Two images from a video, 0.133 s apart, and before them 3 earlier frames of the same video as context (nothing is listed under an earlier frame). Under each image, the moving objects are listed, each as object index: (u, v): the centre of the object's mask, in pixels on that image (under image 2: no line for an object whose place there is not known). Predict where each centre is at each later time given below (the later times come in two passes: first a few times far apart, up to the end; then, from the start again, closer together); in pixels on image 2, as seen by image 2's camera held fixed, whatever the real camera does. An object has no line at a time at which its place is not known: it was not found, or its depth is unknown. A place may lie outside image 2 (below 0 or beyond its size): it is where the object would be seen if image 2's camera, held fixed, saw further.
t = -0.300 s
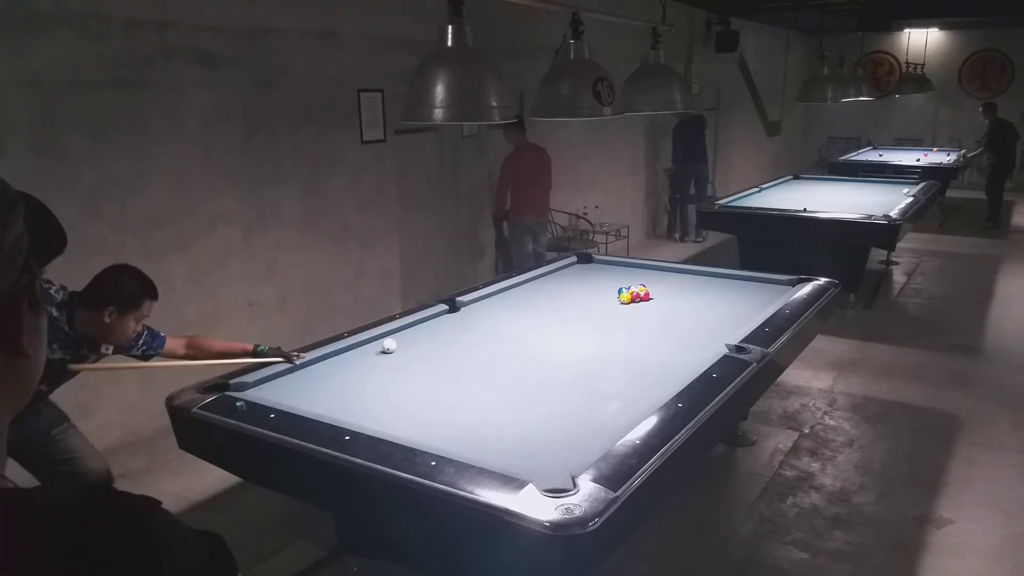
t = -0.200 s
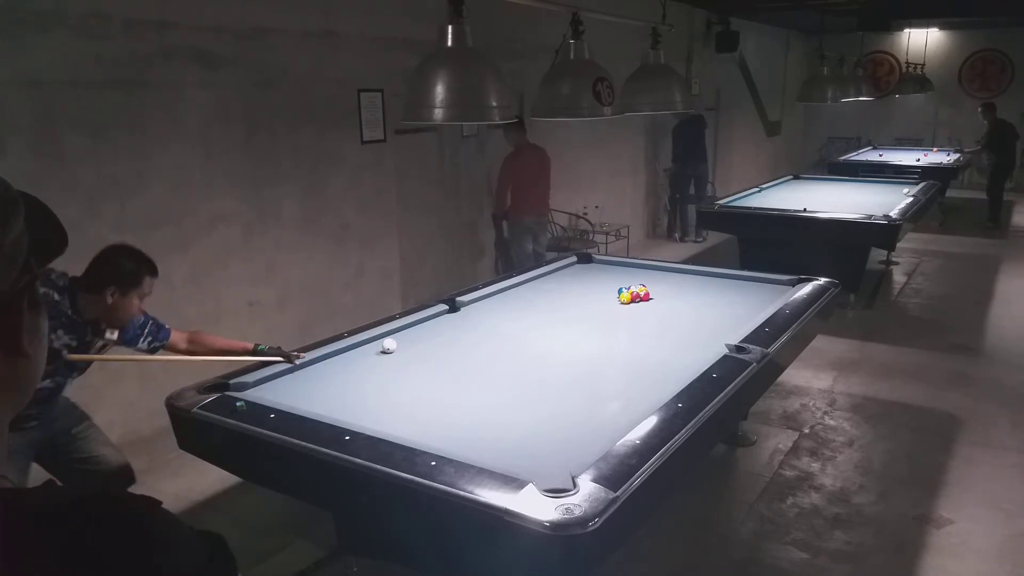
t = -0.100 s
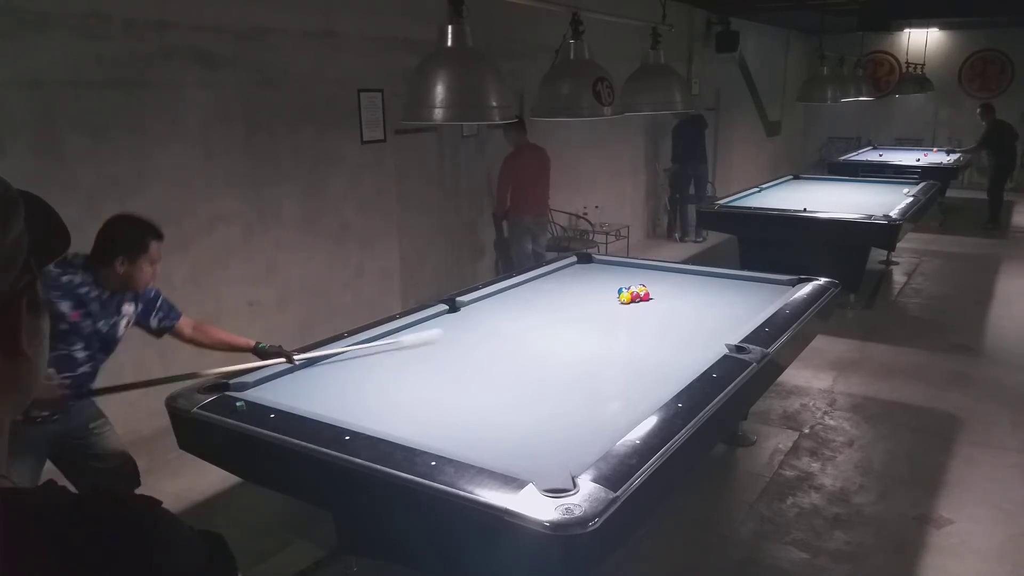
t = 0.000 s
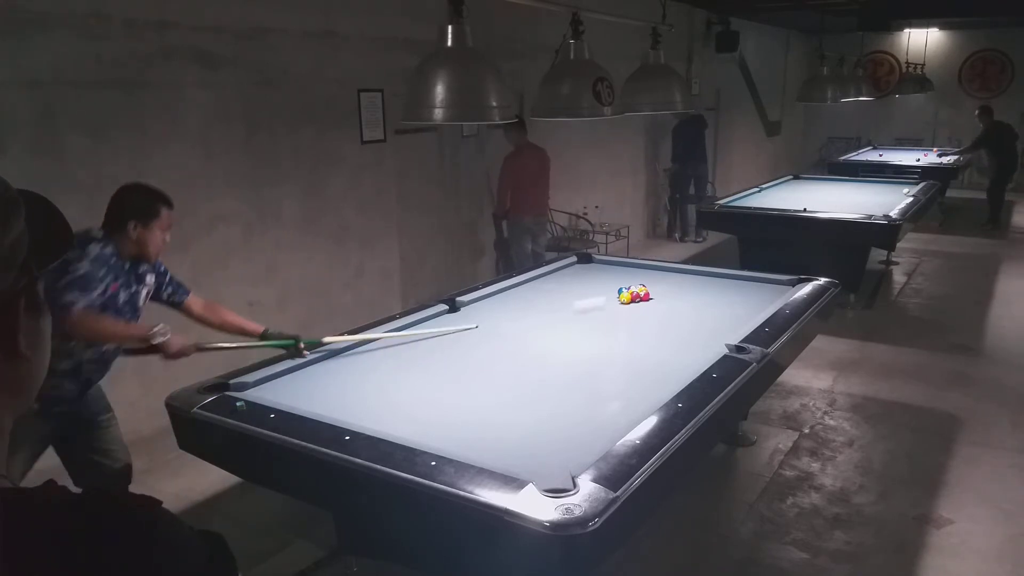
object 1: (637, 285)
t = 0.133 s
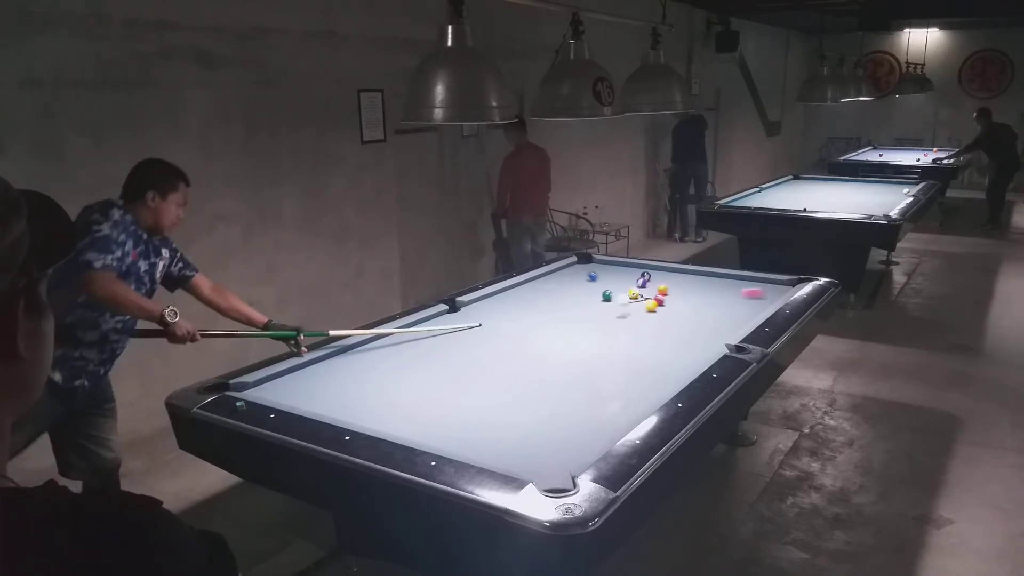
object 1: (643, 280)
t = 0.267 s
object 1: (649, 273)
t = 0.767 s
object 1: (626, 277)
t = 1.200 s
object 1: (568, 291)
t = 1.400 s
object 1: (539, 298)
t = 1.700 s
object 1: (496, 307)
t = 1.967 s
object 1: (473, 322)
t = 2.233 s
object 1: (448, 334)
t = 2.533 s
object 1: (418, 349)
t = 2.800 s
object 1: (388, 363)
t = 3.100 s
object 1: (353, 380)
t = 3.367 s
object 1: (318, 396)
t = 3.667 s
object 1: (307, 401)
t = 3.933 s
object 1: (329, 393)
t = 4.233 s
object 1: (350, 388)
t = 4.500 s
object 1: (368, 384)
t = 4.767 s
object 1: (384, 381)
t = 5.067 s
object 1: (399, 378)
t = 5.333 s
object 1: (411, 376)
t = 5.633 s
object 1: (422, 374)
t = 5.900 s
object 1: (430, 372)
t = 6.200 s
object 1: (437, 371)
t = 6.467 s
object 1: (441, 369)
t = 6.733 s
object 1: (444, 369)
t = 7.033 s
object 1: (446, 369)
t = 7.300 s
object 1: (447, 368)
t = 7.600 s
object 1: (446, 368)
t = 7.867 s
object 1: (447, 368)
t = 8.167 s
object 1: (446, 368)
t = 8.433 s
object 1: (446, 368)
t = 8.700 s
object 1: (446, 368)
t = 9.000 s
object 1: (446, 368)
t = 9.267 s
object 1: (446, 368)
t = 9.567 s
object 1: (446, 369)
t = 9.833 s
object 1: (446, 369)
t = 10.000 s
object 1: (446, 368)
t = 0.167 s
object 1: (645, 277)
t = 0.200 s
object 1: (647, 275)
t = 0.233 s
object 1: (648, 273)
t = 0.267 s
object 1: (649, 273)
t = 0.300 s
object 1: (650, 272)
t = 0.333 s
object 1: (653, 271)
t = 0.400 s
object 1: (633, 271)
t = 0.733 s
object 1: (632, 275)
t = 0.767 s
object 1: (626, 277)
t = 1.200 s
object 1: (568, 291)
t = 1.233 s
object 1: (563, 292)
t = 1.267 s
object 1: (558, 294)
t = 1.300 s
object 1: (553, 295)
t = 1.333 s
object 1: (549, 296)
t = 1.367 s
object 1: (544, 297)
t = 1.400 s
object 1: (539, 298)
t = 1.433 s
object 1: (534, 299)
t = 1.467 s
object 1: (529, 300)
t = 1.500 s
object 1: (524, 302)
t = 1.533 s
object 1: (519, 302)
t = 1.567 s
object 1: (514, 302)
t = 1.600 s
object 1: (508, 309)
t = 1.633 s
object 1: (503, 305)
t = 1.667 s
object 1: (499, 306)
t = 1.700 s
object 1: (496, 307)
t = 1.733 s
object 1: (492, 315)
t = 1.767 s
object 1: (489, 316)
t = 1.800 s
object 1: (485, 317)
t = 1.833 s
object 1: (482, 318)
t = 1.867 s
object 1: (483, 317)
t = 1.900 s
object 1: (478, 320)
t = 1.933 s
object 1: (476, 321)
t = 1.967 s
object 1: (473, 322)
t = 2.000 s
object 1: (470, 324)
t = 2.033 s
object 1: (467, 325)
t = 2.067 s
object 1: (464, 327)
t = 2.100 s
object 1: (461, 329)
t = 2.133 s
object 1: (458, 330)
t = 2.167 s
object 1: (455, 331)
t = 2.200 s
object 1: (451, 333)
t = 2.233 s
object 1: (448, 334)
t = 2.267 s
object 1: (445, 336)
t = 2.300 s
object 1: (442, 338)
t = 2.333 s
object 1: (439, 339)
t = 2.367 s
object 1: (435, 341)
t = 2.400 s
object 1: (432, 342)
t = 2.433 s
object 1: (428, 344)
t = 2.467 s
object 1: (425, 346)
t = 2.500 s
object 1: (421, 347)
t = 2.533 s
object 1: (418, 349)
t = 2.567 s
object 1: (415, 351)
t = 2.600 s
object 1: (411, 353)
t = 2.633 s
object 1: (408, 354)
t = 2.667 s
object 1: (403, 356)
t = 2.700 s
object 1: (399, 358)
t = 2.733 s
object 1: (396, 359)
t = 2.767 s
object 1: (392, 361)
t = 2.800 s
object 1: (388, 363)
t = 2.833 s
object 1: (385, 365)
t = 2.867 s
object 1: (381, 367)
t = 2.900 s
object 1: (377, 369)
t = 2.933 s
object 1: (373, 370)
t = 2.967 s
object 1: (369, 372)
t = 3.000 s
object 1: (365, 374)
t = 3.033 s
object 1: (360, 376)
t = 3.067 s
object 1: (357, 378)
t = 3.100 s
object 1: (353, 380)
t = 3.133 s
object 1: (349, 382)
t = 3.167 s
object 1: (345, 384)
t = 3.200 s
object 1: (340, 386)
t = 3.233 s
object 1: (336, 388)
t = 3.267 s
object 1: (331, 390)
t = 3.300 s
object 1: (327, 392)
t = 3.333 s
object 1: (323, 394)
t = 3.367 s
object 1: (318, 396)
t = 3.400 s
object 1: (314, 398)
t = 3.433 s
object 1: (310, 400)
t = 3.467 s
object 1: (306, 401)
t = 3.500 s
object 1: (301, 401)
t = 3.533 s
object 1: (297, 402)
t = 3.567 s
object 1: (299, 402)
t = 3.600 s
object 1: (302, 402)
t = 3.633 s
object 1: (304, 401)
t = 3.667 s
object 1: (307, 401)
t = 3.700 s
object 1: (310, 400)
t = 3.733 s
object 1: (313, 399)
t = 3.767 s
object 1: (315, 398)
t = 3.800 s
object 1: (318, 396)
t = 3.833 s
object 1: (321, 396)
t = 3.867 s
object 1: (322, 396)
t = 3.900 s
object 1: (326, 394)
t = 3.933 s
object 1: (329, 393)
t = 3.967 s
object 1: (331, 392)
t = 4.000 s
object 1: (333, 391)
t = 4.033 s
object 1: (335, 389)
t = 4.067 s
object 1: (336, 389)
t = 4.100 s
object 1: (339, 388)
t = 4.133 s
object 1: (343, 387)
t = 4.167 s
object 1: (345, 388)
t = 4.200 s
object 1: (347, 388)
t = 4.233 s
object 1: (350, 388)
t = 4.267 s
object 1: (353, 386)
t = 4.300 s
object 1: (355, 386)
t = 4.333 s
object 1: (358, 386)
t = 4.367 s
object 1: (359, 386)
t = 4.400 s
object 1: (361, 386)
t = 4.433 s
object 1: (364, 385)
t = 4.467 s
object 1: (366, 384)
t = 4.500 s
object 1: (368, 384)
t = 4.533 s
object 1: (370, 384)
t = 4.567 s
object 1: (372, 384)
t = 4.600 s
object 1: (374, 383)
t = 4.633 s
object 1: (376, 383)
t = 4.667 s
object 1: (378, 382)
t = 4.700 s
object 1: (381, 382)
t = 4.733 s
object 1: (383, 381)
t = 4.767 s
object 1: (384, 381)
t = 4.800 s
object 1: (386, 381)
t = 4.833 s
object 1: (388, 381)
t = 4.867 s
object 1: (389, 380)
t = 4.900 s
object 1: (391, 380)
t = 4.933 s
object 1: (393, 380)
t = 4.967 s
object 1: (394, 379)
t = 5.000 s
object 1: (396, 379)
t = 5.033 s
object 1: (398, 379)
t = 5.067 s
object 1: (399, 378)
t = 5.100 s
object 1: (401, 378)
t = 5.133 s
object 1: (402, 378)
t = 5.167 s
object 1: (404, 378)
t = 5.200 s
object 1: (405, 377)
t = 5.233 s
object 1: (407, 377)
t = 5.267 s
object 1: (408, 377)
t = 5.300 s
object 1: (410, 376)
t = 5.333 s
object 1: (411, 376)
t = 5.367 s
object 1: (412, 376)
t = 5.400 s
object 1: (413, 375)
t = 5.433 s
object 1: (415, 375)
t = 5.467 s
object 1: (416, 375)
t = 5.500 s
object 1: (417, 375)
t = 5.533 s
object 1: (418, 374)
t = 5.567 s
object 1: (419, 374)
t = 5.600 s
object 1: (421, 374)
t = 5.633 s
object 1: (422, 374)
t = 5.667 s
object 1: (423, 373)
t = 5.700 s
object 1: (424, 373)
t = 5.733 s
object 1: (425, 373)
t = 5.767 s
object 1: (426, 373)
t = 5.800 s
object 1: (427, 373)
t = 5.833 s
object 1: (428, 372)
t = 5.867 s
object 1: (429, 372)
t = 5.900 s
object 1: (430, 372)
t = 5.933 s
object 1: (430, 372)
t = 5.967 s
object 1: (431, 372)
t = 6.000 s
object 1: (432, 372)
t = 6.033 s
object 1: (433, 371)
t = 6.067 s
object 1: (433, 371)
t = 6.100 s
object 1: (434, 371)
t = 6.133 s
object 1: (435, 371)
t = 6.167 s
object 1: (436, 371)
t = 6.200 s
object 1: (437, 371)
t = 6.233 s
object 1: (437, 371)
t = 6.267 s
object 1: (438, 370)
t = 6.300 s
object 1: (439, 370)
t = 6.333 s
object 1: (439, 370)
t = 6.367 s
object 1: (440, 370)
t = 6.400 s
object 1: (440, 370)
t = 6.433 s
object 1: (441, 370)
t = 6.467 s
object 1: (441, 369)
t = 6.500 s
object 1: (442, 369)
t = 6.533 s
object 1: (442, 369)
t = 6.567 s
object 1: (443, 369)
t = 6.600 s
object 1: (443, 369)
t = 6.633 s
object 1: (444, 369)
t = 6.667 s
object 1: (444, 369)
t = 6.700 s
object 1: (444, 369)
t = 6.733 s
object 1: (444, 369)
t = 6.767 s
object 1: (445, 369)
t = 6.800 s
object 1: (445, 369)
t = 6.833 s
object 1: (445, 369)
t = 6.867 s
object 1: (446, 369)
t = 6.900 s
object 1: (446, 368)
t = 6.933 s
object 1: (446, 369)
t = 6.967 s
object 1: (446, 369)
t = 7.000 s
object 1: (446, 368)
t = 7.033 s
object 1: (446, 369)
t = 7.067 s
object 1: (447, 368)
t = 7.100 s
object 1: (447, 368)
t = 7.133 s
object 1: (447, 368)
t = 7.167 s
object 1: (447, 368)
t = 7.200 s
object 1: (447, 368)
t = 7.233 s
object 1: (447, 368)
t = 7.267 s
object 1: (446, 368)
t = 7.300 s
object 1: (447, 368)
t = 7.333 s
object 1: (447, 368)
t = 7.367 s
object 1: (447, 368)
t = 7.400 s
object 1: (446, 368)
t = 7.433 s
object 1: (447, 368)
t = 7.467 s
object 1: (446, 368)
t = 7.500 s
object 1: (446, 368)
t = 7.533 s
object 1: (447, 368)
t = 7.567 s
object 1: (446, 368)
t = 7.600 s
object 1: (446, 368)
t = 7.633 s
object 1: (446, 368)
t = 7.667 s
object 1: (446, 368)
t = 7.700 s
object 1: (446, 368)
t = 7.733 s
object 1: (446, 368)
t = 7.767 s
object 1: (446, 368)
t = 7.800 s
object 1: (447, 368)
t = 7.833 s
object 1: (447, 368)
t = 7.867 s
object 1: (447, 368)
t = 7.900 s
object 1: (446, 368)
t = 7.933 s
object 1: (446, 368)
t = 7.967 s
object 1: (446, 368)
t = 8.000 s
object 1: (447, 368)
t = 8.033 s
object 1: (447, 368)
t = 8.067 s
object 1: (446, 368)
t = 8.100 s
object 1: (446, 368)
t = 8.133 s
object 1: (446, 368)
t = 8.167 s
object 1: (446, 368)
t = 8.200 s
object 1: (446, 368)
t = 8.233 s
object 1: (446, 368)
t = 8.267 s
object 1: (446, 368)
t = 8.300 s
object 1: (446, 368)
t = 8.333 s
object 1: (446, 368)
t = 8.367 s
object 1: (446, 368)
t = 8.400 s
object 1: (446, 368)
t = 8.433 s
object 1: (446, 368)
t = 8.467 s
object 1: (446, 368)
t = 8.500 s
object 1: (446, 368)
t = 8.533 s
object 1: (446, 368)
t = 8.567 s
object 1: (446, 368)
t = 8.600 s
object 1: (446, 368)
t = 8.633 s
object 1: (446, 368)
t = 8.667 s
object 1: (446, 368)
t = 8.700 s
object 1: (446, 368)
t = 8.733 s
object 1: (446, 368)
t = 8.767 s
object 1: (446, 368)
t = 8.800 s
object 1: (446, 368)
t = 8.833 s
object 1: (446, 368)
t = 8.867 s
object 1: (446, 368)
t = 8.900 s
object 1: (446, 369)
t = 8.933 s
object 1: (446, 368)
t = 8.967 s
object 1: (446, 369)
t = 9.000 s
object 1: (446, 368)
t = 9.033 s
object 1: (446, 368)
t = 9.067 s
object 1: (446, 368)
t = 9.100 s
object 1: (446, 369)
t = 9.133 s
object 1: (446, 369)
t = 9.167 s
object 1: (446, 368)
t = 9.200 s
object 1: (446, 369)
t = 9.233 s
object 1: (446, 369)
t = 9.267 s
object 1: (446, 368)
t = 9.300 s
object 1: (446, 368)
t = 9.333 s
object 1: (446, 369)
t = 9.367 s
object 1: (446, 368)
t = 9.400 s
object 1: (446, 368)
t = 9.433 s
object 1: (446, 369)
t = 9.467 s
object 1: (446, 369)
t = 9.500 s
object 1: (446, 368)
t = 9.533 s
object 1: (446, 368)
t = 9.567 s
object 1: (446, 369)
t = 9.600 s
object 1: (446, 368)
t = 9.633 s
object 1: (446, 369)
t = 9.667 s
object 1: (446, 368)
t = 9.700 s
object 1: (446, 369)
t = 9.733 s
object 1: (446, 368)
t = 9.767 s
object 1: (446, 368)
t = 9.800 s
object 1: (446, 368)
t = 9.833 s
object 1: (446, 369)
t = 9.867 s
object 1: (446, 369)
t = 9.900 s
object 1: (446, 368)
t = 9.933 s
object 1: (447, 368)
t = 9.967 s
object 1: (446, 368)
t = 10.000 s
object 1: (446, 368)
